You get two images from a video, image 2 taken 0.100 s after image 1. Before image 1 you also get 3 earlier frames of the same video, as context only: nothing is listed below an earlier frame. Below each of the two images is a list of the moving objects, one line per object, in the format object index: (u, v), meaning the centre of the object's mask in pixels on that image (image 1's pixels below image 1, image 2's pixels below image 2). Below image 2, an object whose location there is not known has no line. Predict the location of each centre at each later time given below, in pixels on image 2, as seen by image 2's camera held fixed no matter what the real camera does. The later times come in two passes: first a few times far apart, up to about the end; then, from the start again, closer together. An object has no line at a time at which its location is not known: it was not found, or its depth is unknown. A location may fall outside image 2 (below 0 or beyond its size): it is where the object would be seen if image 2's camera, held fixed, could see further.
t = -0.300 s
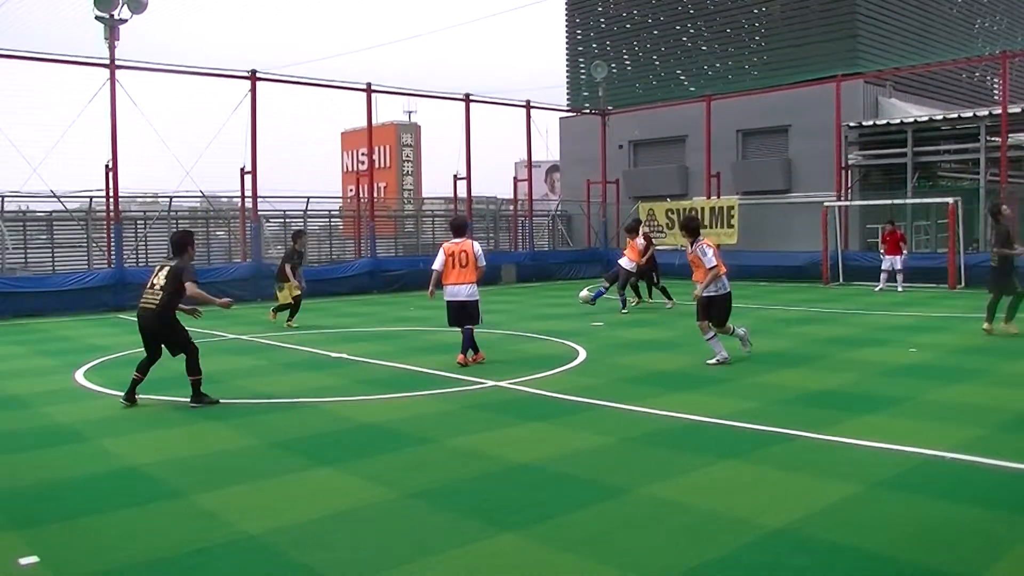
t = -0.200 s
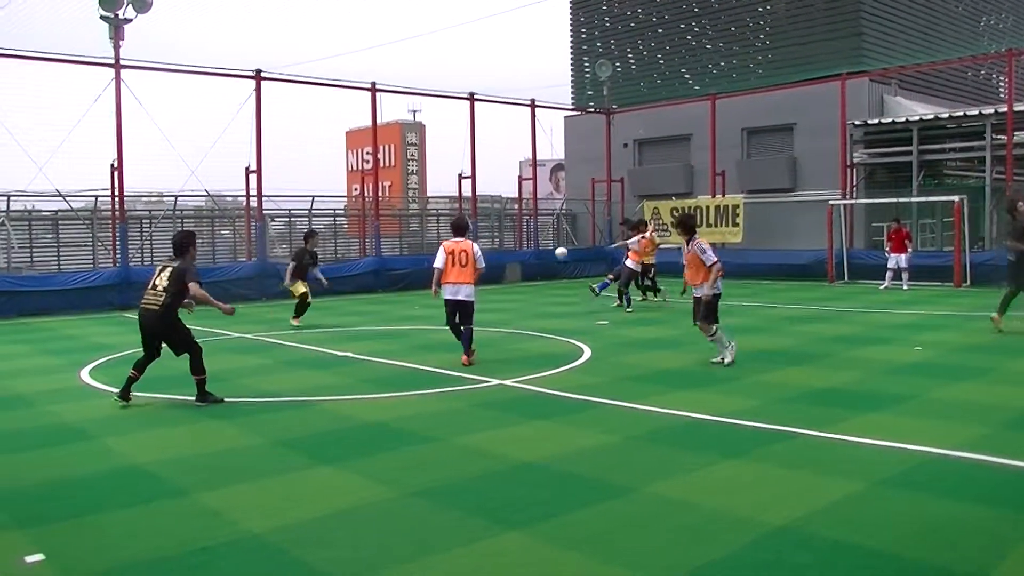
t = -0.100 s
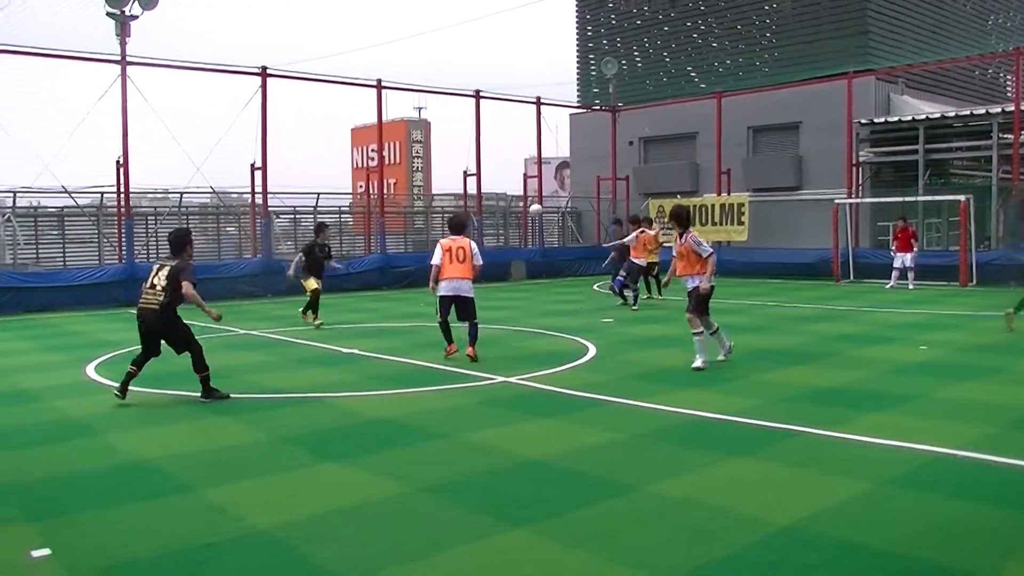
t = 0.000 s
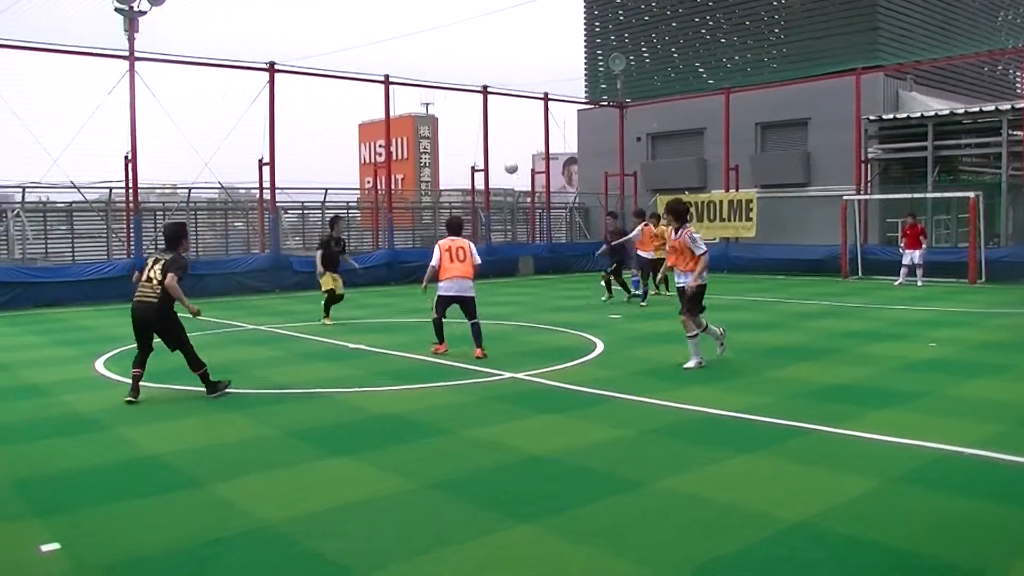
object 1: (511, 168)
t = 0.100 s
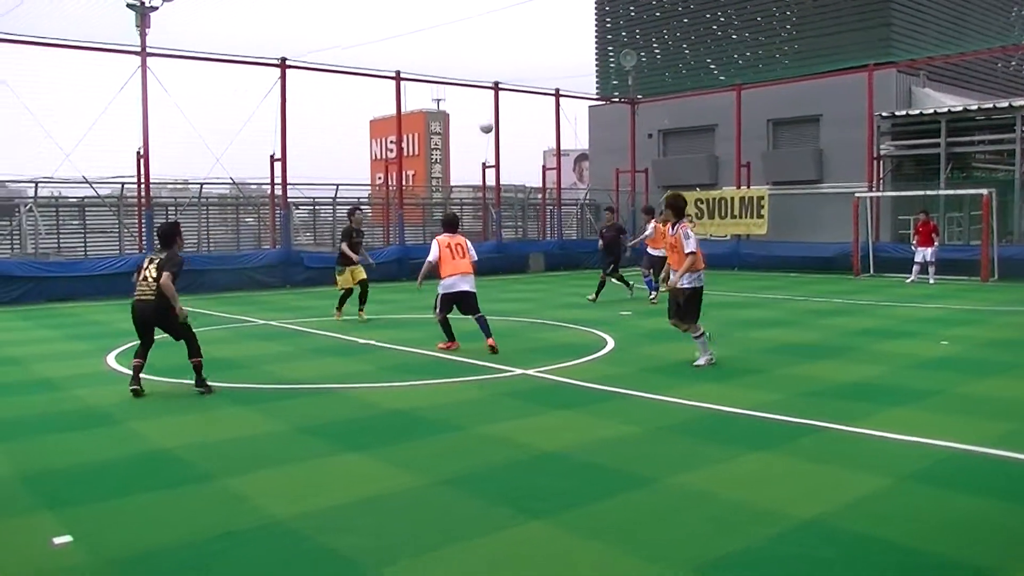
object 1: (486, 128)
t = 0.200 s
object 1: (447, 94)
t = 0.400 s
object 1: (359, 39)
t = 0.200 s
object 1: (447, 94)
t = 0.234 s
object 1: (433, 83)
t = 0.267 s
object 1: (419, 74)
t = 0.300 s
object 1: (405, 65)
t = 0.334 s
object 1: (390, 55)
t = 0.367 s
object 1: (375, 47)
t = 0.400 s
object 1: (359, 39)
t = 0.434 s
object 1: (343, 32)
